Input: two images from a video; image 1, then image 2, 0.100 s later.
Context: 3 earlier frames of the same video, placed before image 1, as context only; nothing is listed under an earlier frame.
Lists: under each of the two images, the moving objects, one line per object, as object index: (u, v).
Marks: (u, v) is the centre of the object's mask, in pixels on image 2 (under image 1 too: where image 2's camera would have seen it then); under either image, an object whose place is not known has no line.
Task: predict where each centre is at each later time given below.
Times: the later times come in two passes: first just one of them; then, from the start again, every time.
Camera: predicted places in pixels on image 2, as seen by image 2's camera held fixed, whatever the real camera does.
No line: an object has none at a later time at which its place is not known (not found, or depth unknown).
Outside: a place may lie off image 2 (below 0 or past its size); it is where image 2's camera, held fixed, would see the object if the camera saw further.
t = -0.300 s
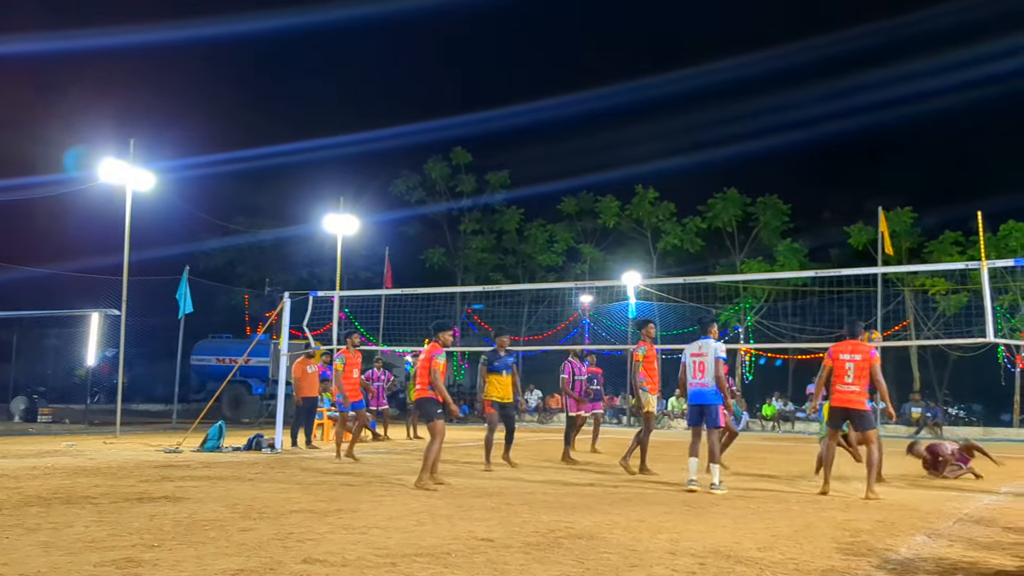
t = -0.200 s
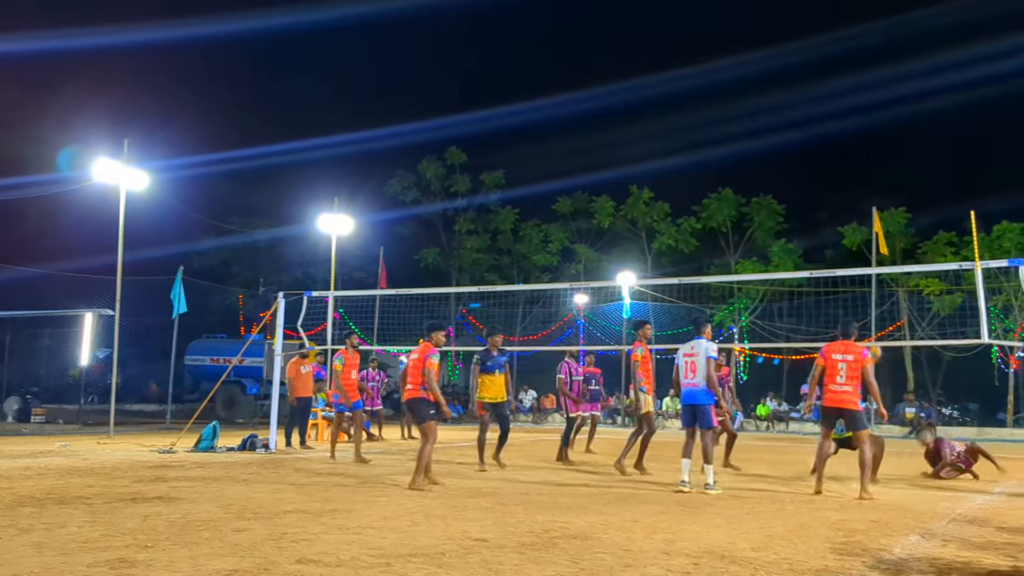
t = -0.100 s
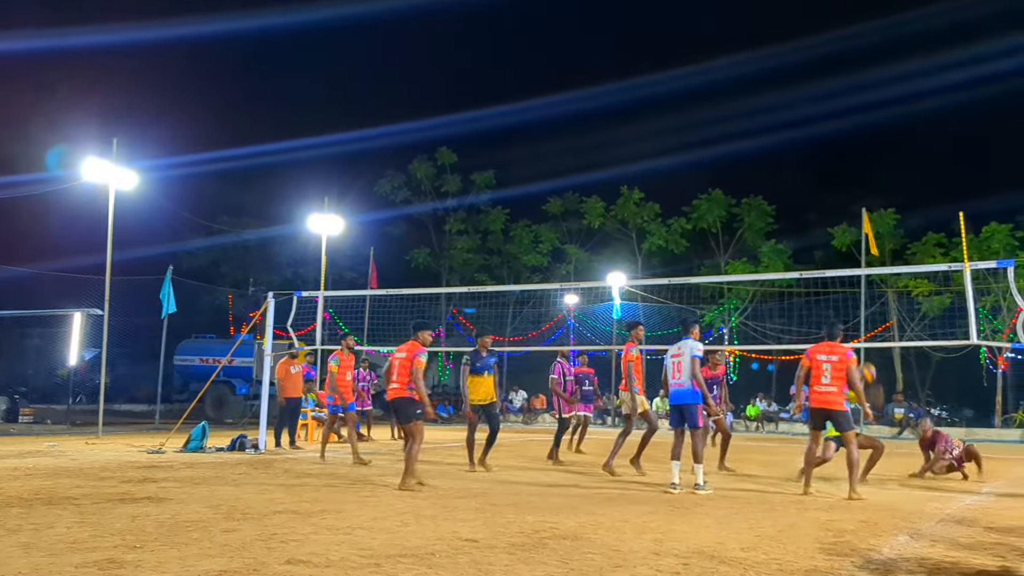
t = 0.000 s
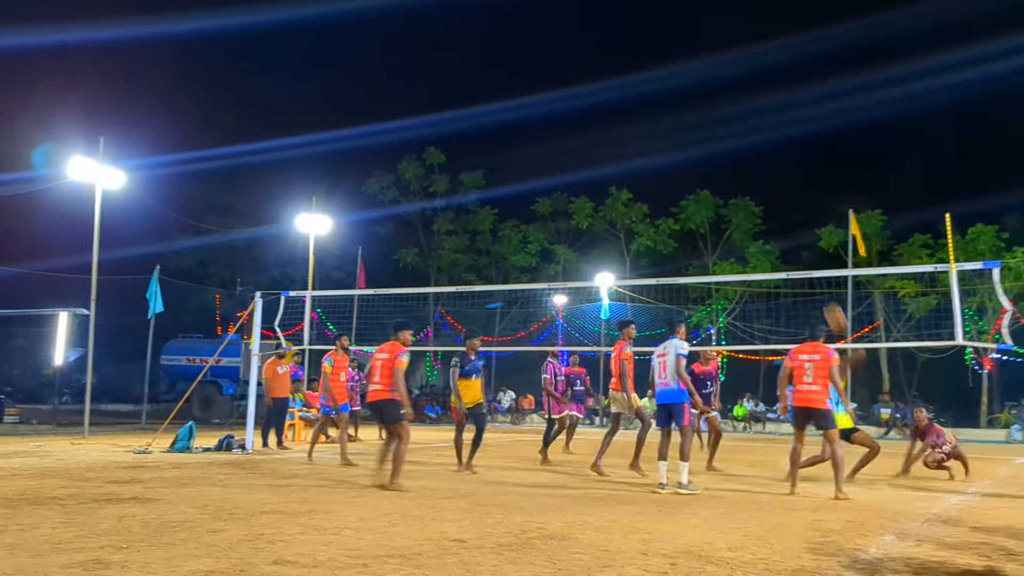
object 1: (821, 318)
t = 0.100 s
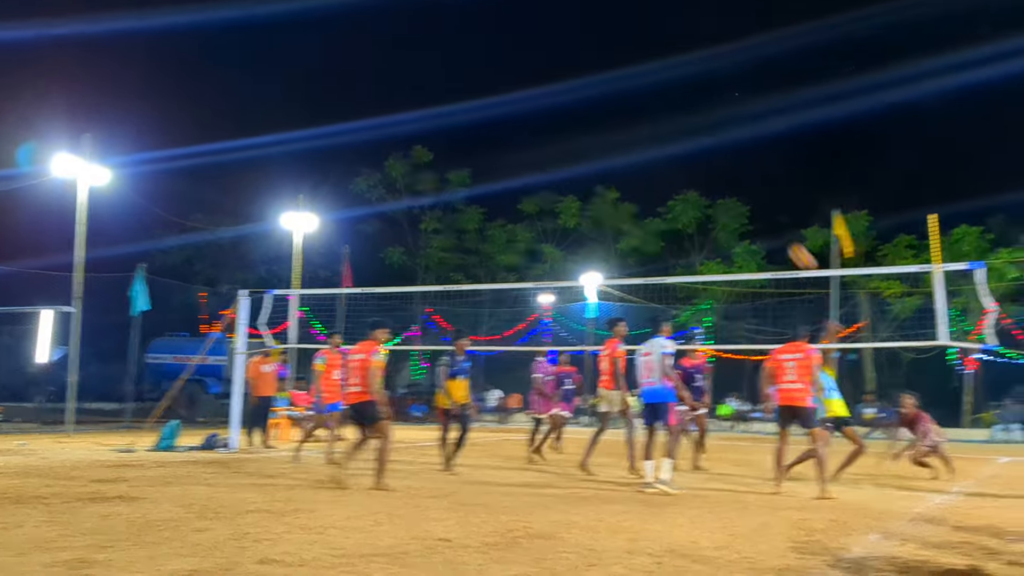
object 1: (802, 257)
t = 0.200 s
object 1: (784, 207)
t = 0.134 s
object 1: (796, 239)
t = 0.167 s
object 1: (790, 223)
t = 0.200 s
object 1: (784, 207)
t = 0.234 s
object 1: (778, 193)
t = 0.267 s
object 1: (771, 179)
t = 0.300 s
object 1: (765, 167)
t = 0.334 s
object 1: (760, 156)
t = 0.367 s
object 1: (754, 146)
